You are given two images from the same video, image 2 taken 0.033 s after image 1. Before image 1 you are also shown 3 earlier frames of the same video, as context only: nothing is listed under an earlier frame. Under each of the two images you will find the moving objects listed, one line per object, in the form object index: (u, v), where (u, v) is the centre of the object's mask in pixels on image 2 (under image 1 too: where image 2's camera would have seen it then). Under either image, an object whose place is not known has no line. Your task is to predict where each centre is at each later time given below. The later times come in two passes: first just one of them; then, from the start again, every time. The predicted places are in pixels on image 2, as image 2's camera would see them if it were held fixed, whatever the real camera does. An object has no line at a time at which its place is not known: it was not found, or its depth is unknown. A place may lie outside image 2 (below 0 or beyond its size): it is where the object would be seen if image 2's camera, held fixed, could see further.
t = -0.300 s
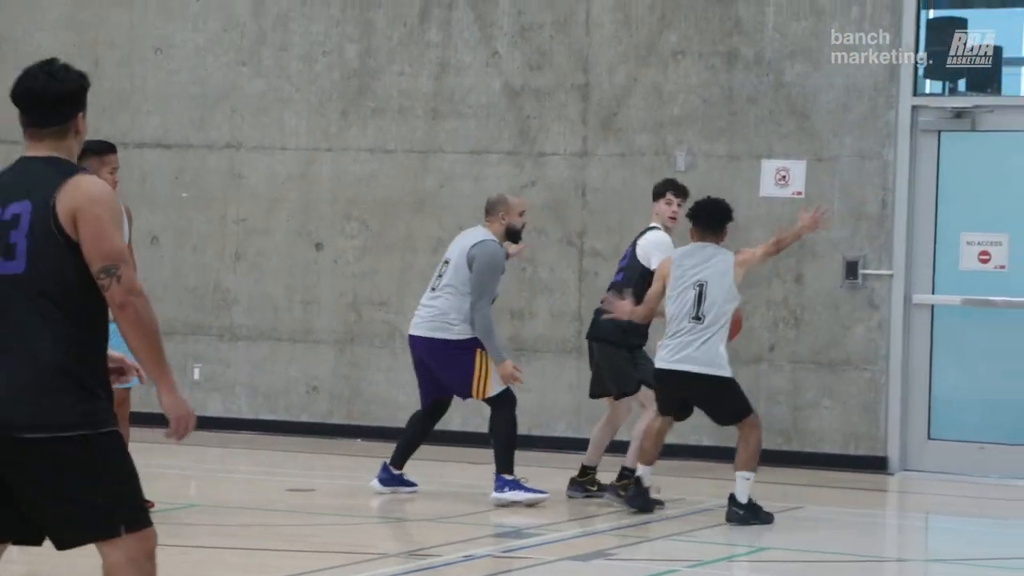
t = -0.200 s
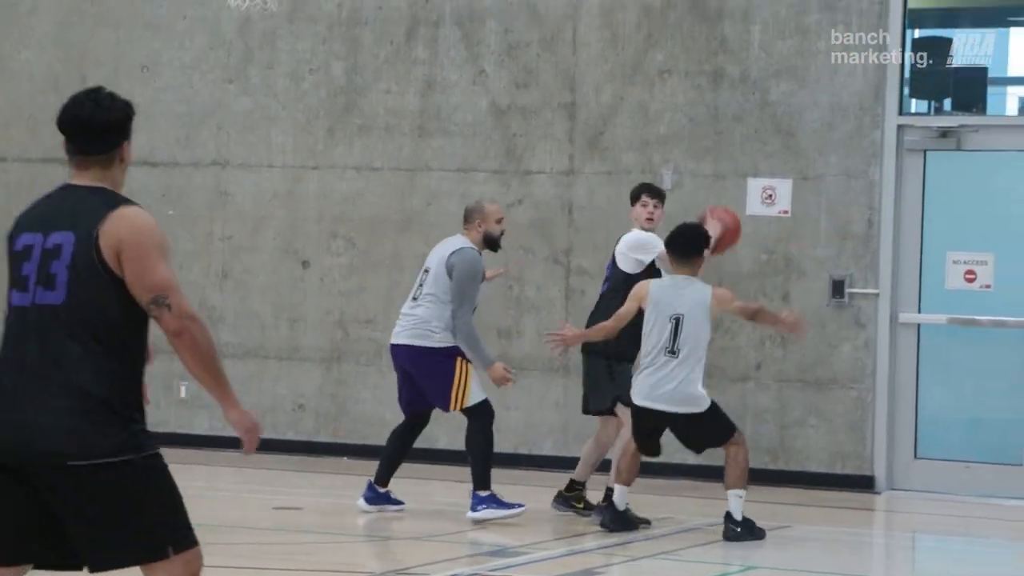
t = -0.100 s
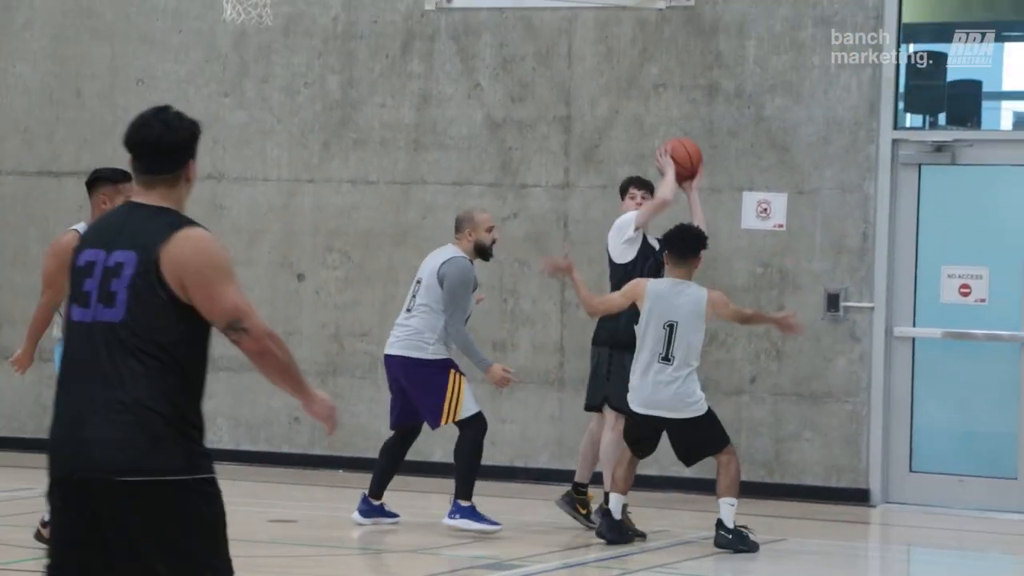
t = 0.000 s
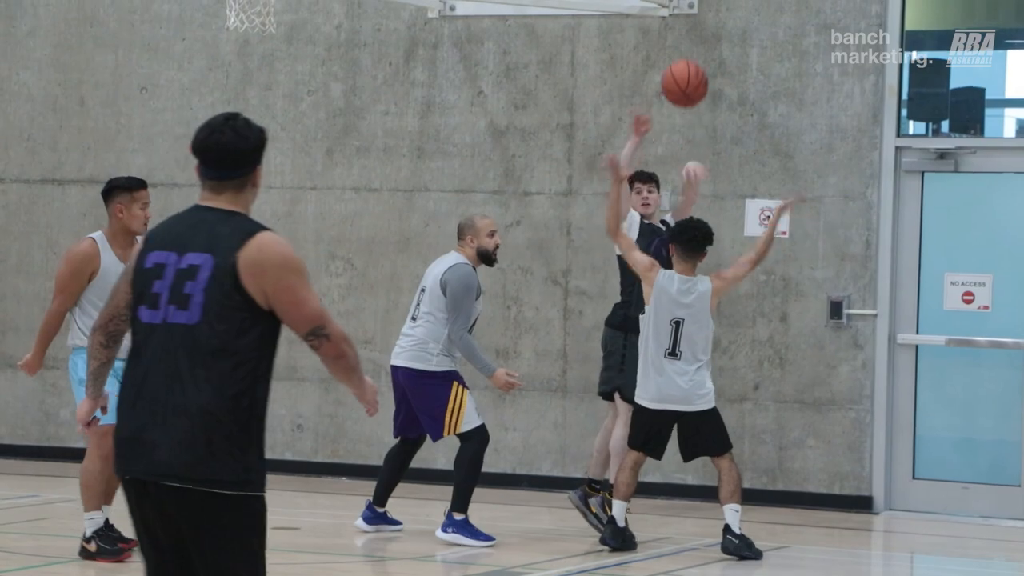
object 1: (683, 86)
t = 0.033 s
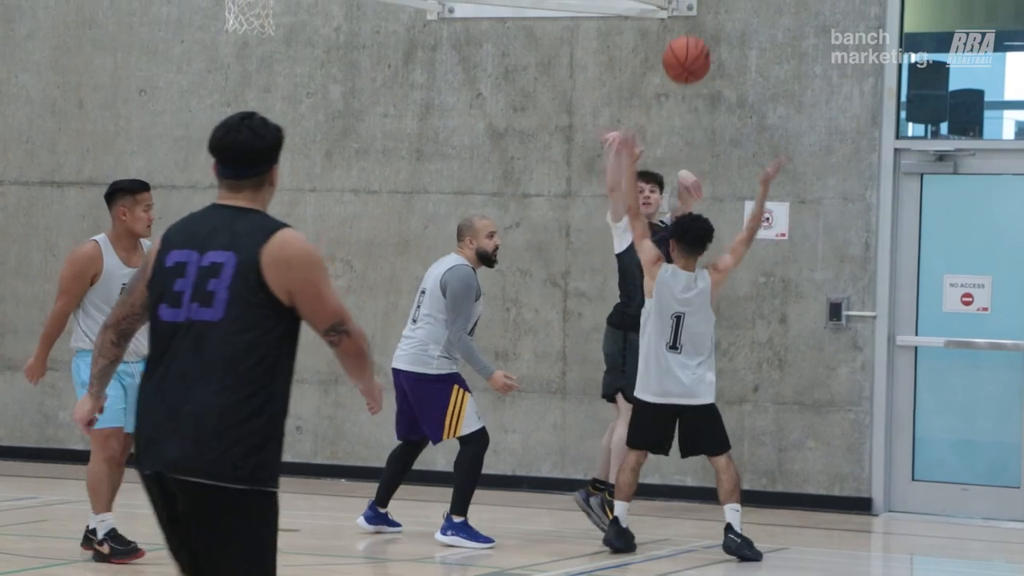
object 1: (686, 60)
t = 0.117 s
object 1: (692, 8)
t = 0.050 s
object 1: (687, 47)
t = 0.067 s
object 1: (689, 36)
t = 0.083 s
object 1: (690, 24)
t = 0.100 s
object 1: (691, 14)
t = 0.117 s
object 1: (692, 8)
